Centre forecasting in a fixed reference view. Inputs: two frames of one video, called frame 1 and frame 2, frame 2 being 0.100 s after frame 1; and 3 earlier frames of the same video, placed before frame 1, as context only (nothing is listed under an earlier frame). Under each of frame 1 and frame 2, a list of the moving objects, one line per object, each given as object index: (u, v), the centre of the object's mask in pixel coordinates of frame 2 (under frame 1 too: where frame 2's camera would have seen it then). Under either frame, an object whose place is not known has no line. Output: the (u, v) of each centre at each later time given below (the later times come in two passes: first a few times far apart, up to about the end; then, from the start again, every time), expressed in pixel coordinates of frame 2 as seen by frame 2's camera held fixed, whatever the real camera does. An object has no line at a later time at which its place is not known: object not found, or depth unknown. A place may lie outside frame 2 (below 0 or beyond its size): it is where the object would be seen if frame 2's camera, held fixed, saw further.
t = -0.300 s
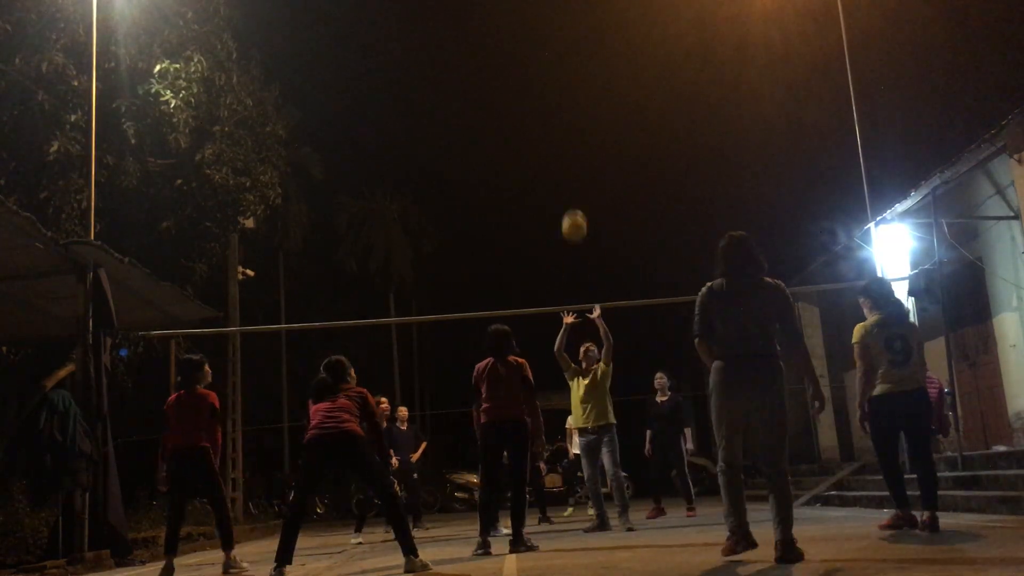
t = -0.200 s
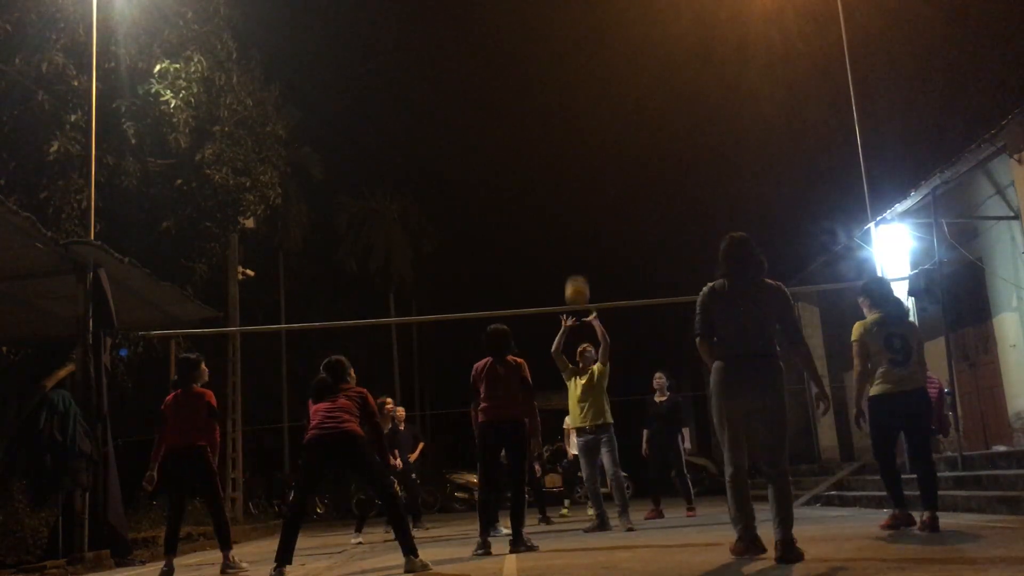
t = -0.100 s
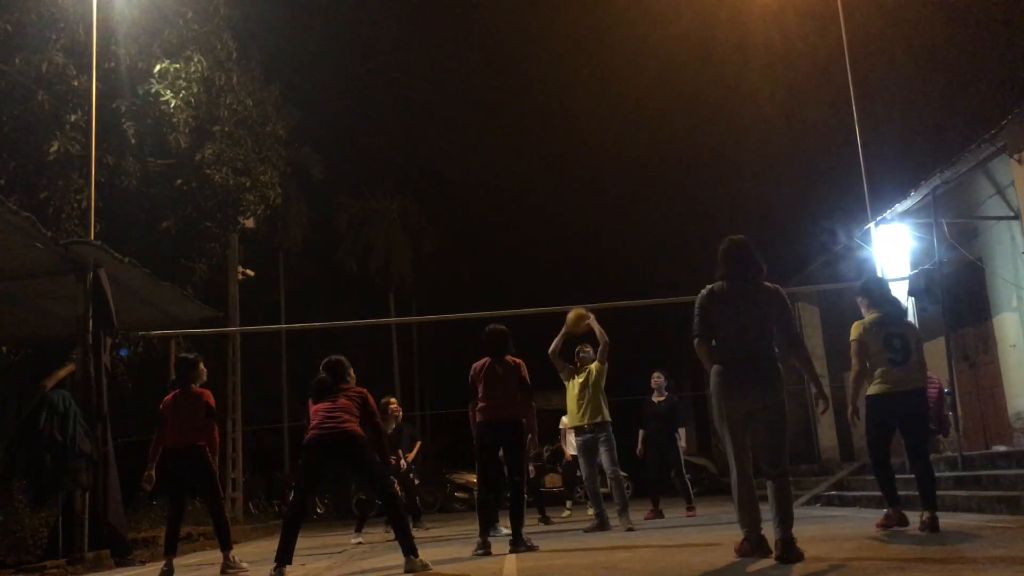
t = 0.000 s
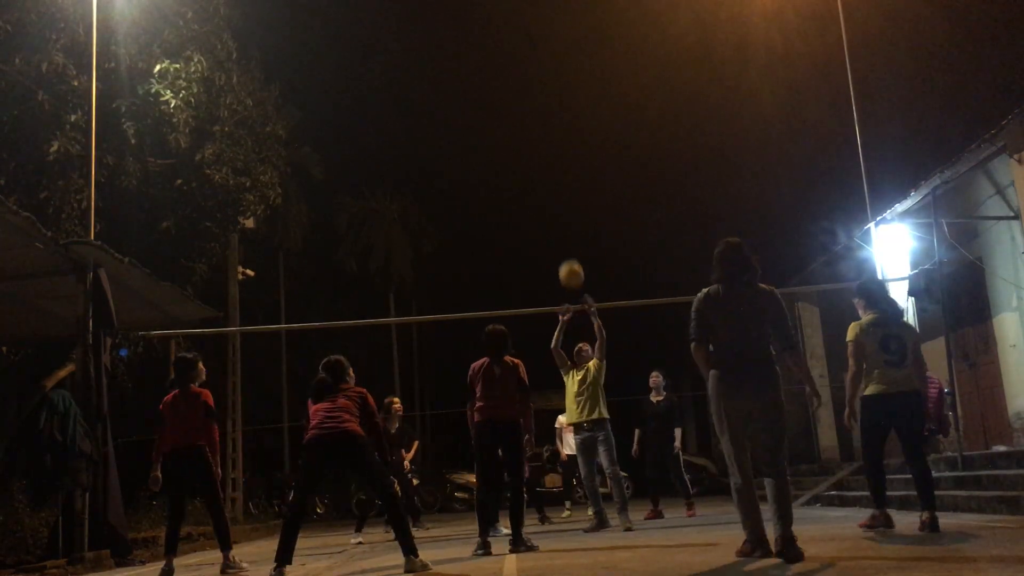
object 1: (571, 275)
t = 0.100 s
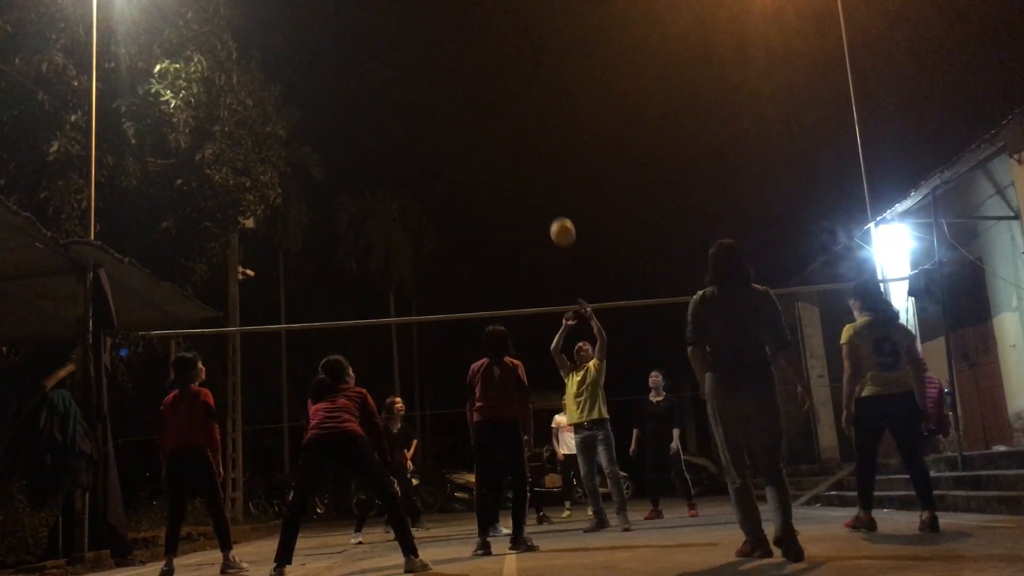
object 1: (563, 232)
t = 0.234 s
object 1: (552, 189)
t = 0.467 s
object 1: (537, 158)
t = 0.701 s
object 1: (526, 184)
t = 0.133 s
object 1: (560, 219)
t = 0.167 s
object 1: (557, 208)
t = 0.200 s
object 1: (555, 199)
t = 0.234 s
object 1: (552, 189)
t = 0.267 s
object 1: (550, 182)
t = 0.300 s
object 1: (547, 175)
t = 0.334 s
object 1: (545, 169)
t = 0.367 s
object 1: (543, 165)
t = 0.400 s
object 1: (541, 161)
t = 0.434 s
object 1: (539, 159)
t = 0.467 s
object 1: (537, 158)
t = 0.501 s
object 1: (535, 158)
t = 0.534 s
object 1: (533, 159)
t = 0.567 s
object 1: (531, 161)
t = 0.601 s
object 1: (530, 165)
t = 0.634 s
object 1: (528, 170)
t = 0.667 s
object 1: (527, 177)
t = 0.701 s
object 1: (526, 184)
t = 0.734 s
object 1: (524, 193)
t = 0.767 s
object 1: (523, 203)
